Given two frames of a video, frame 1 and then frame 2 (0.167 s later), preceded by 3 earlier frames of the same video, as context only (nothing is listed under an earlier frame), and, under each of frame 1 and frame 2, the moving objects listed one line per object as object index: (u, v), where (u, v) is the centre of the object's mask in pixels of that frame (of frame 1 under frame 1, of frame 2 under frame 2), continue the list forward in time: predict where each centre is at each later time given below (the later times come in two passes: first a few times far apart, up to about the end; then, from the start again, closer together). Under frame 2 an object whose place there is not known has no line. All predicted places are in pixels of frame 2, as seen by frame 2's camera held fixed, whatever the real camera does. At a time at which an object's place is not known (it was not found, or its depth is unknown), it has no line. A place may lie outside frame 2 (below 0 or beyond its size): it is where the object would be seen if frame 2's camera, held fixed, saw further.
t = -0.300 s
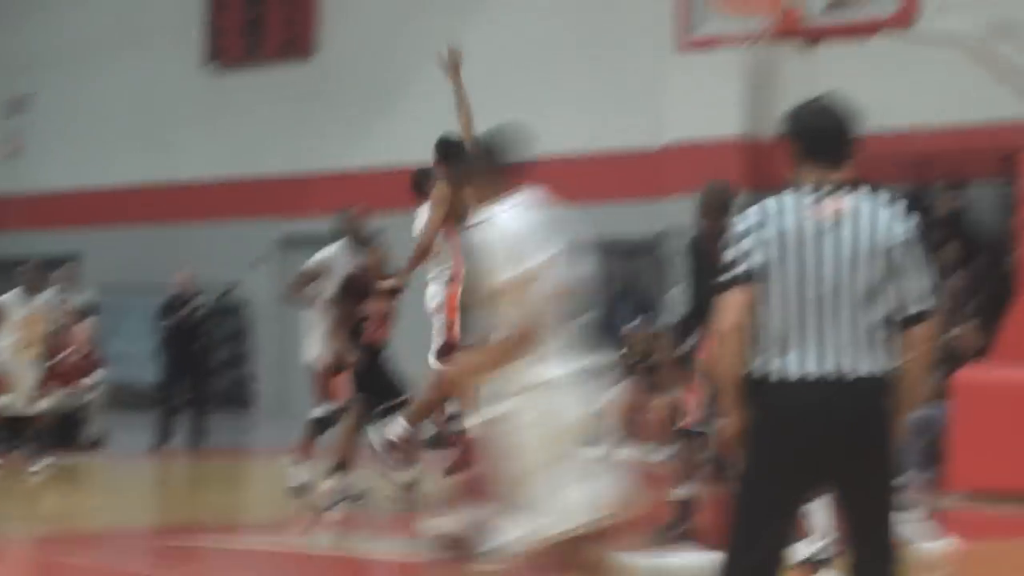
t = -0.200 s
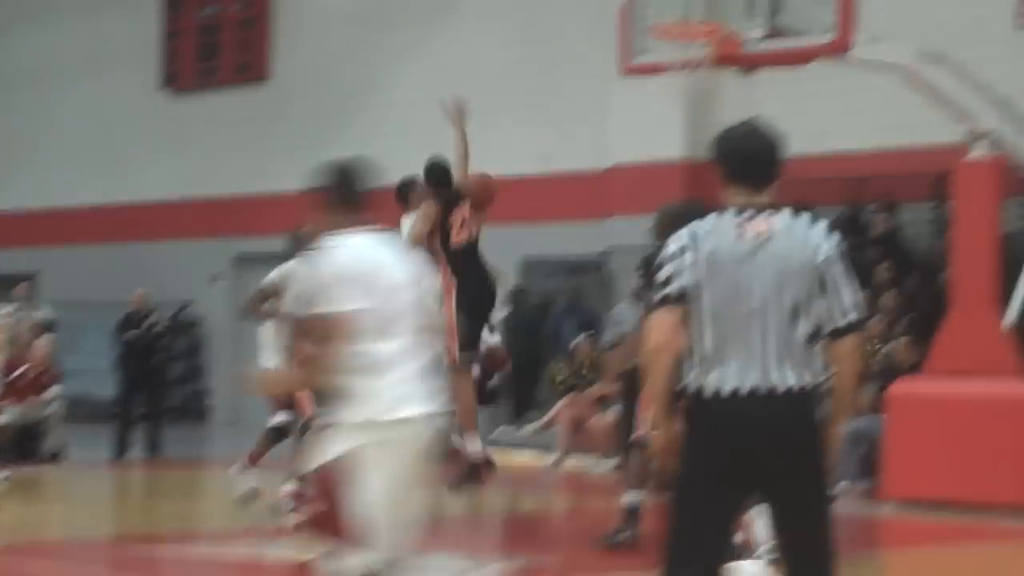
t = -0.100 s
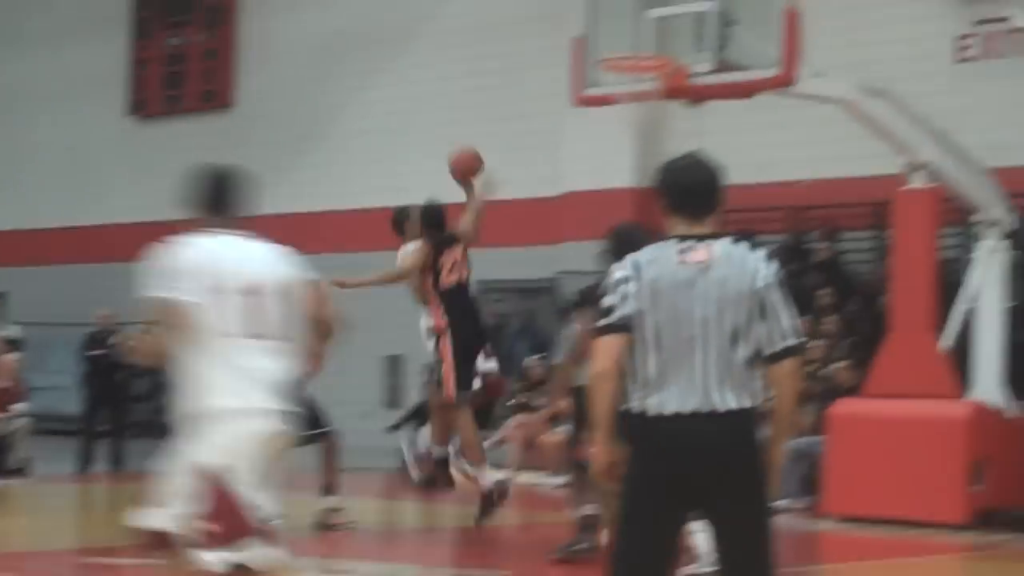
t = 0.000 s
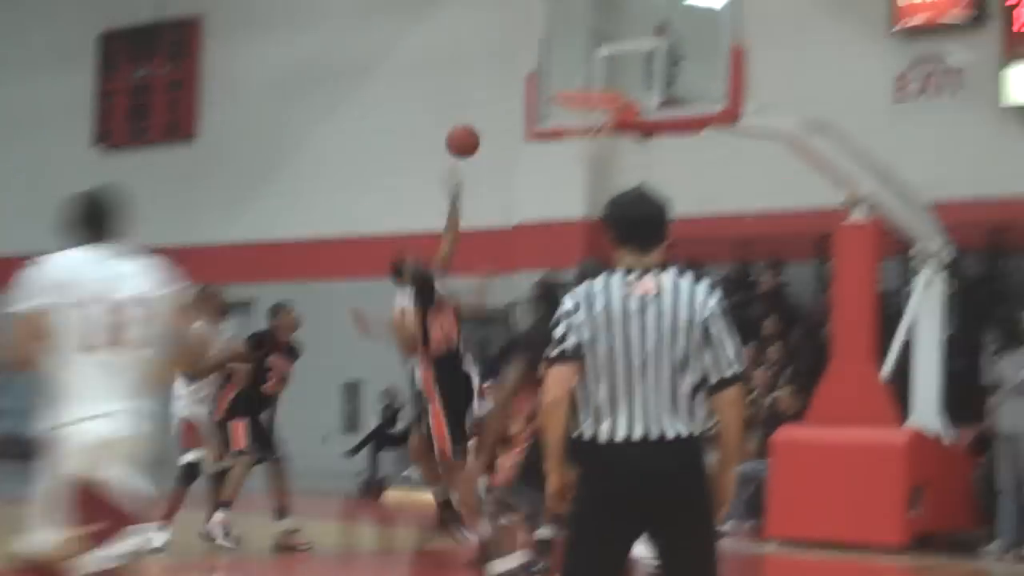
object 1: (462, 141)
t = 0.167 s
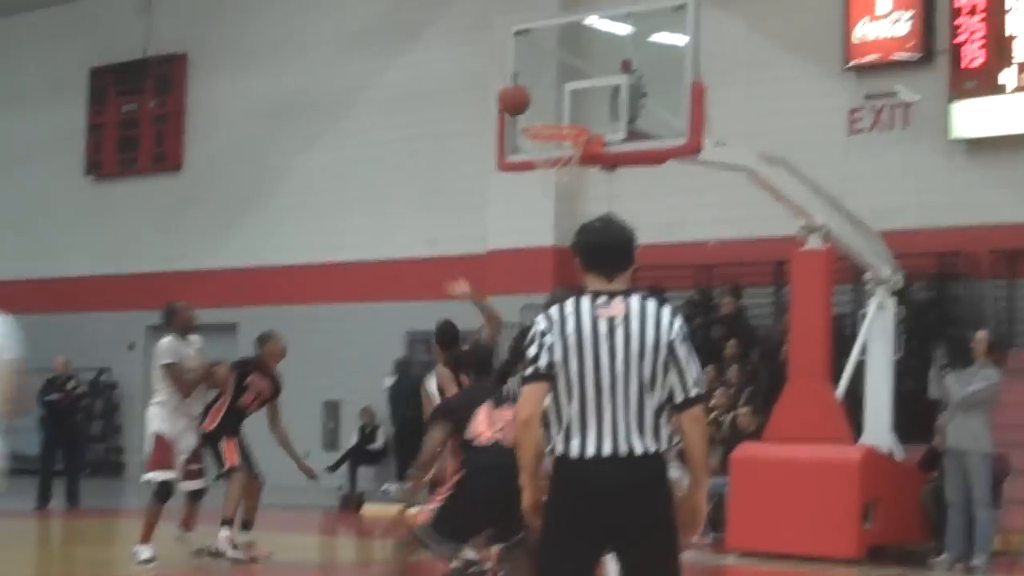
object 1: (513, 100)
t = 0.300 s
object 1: (524, 81)
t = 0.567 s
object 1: (521, 118)
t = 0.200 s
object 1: (524, 93)
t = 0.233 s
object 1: (524, 86)
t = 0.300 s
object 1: (524, 81)
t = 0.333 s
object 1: (523, 80)
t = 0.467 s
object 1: (522, 94)
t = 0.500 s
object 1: (521, 102)
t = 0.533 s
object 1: (521, 110)
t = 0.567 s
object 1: (521, 118)
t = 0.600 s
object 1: (519, 128)
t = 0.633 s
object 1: (518, 138)
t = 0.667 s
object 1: (518, 152)
